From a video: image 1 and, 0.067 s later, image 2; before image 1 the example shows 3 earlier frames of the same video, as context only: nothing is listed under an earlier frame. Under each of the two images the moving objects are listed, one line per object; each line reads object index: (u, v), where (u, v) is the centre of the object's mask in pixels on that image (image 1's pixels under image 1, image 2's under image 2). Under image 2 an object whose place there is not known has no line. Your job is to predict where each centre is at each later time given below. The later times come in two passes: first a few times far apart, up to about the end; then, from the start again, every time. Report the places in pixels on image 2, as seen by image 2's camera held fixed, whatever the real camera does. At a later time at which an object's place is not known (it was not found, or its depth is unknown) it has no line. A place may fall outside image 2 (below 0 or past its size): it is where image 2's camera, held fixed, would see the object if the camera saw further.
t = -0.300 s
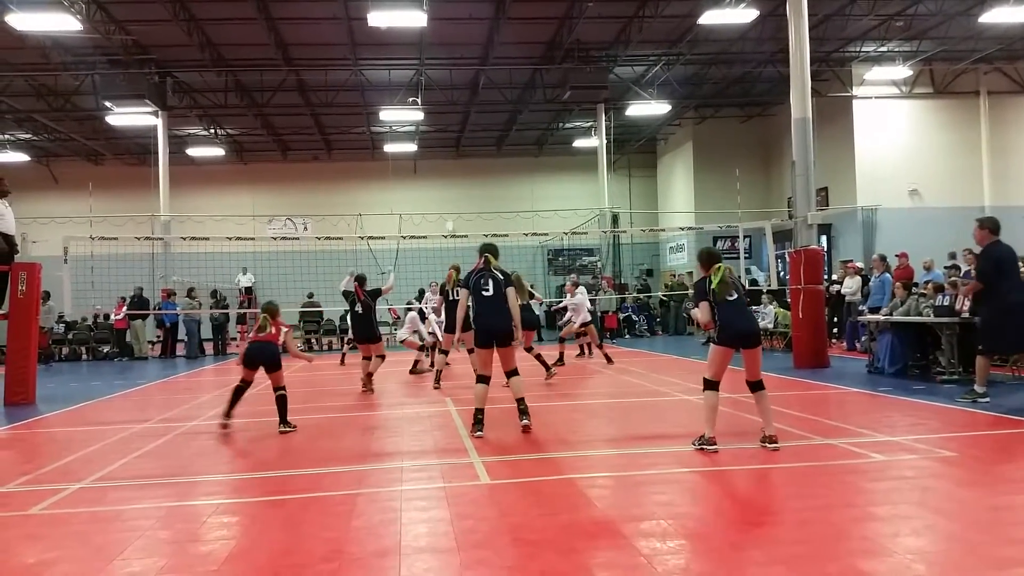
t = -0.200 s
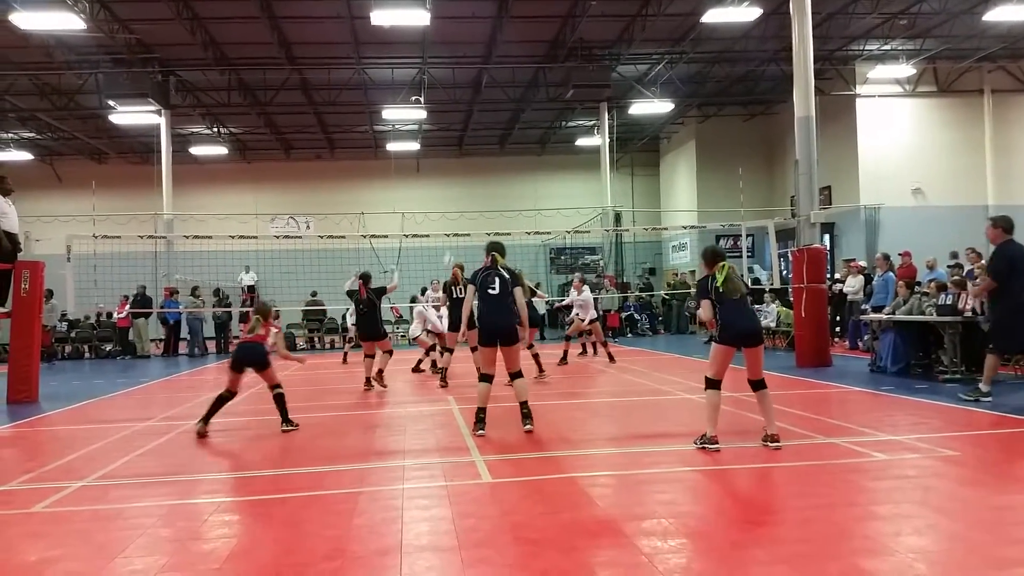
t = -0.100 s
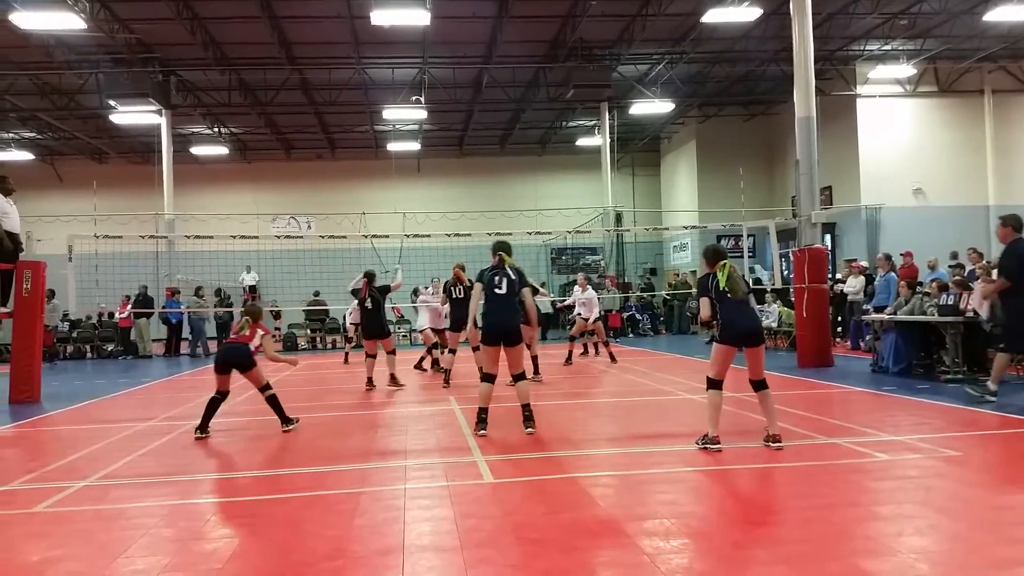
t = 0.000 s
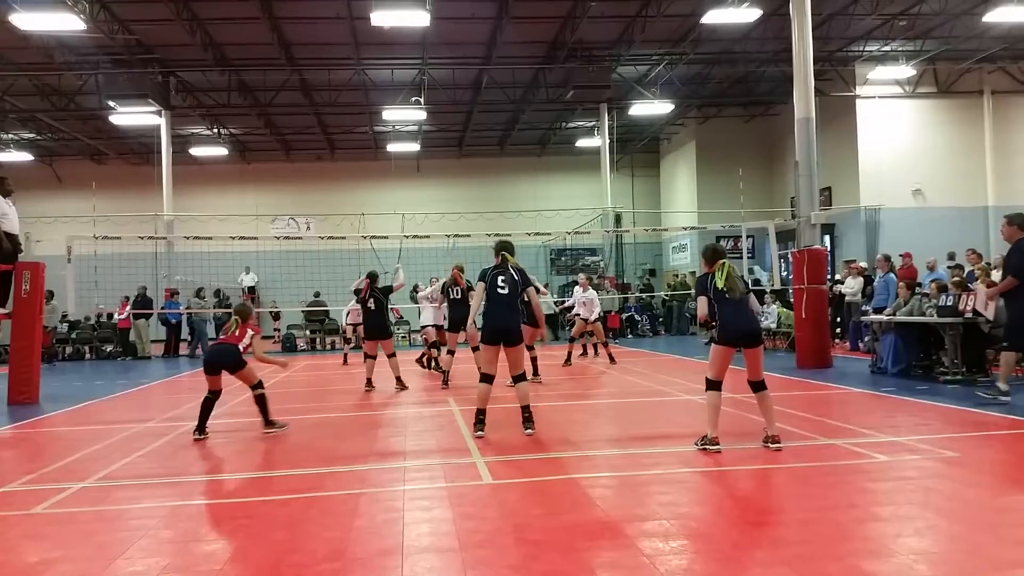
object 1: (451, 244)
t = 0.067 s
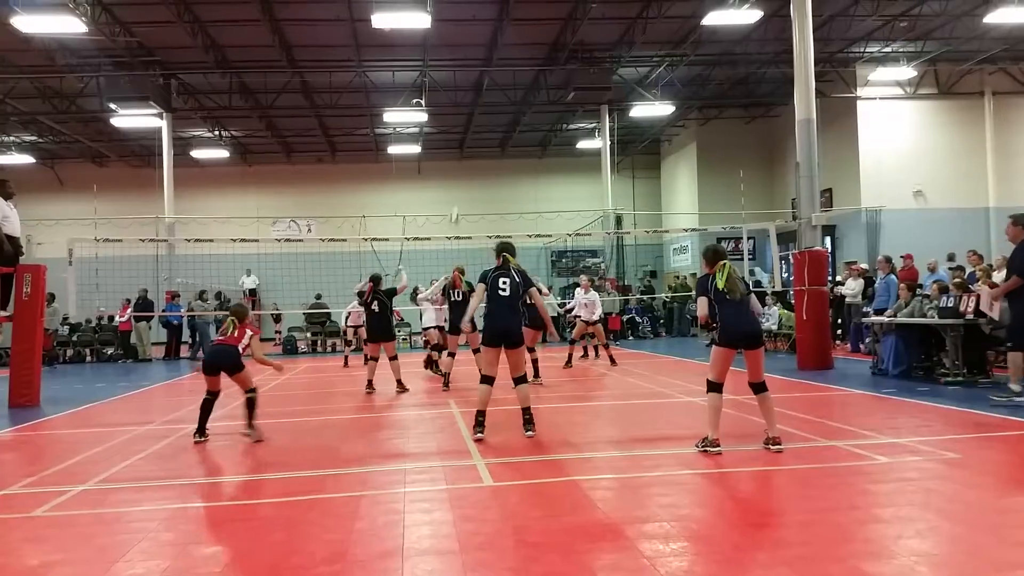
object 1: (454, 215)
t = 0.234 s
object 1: (463, 156)
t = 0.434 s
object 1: (476, 107)
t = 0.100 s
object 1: (455, 201)
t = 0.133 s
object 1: (457, 189)
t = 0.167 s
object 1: (458, 176)
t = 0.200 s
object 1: (461, 165)
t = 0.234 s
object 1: (463, 156)
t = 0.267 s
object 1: (465, 146)
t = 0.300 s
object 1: (467, 137)
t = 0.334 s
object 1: (469, 128)
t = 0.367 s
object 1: (471, 121)
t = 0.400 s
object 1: (474, 114)
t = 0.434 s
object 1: (476, 107)
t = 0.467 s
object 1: (478, 101)
